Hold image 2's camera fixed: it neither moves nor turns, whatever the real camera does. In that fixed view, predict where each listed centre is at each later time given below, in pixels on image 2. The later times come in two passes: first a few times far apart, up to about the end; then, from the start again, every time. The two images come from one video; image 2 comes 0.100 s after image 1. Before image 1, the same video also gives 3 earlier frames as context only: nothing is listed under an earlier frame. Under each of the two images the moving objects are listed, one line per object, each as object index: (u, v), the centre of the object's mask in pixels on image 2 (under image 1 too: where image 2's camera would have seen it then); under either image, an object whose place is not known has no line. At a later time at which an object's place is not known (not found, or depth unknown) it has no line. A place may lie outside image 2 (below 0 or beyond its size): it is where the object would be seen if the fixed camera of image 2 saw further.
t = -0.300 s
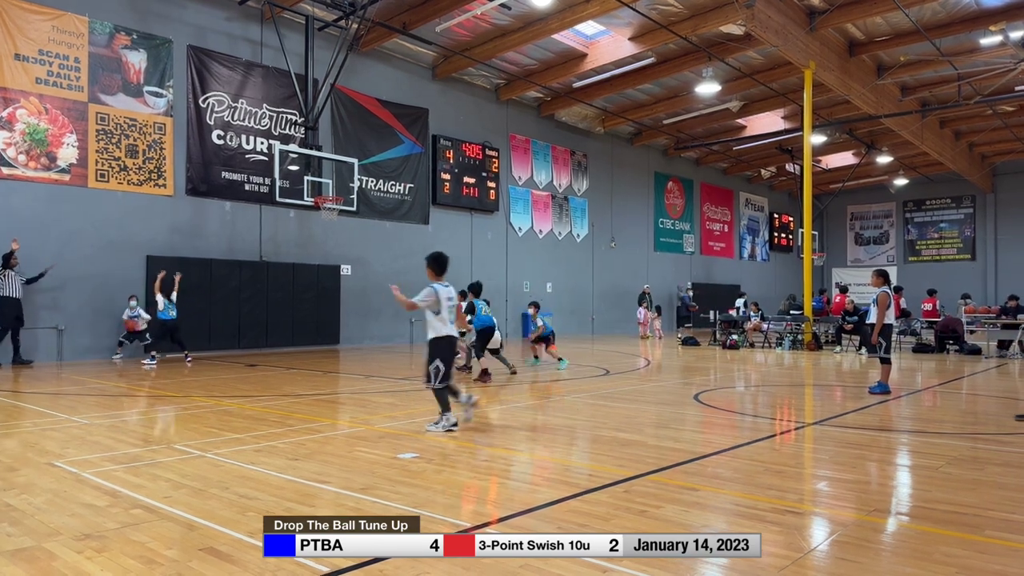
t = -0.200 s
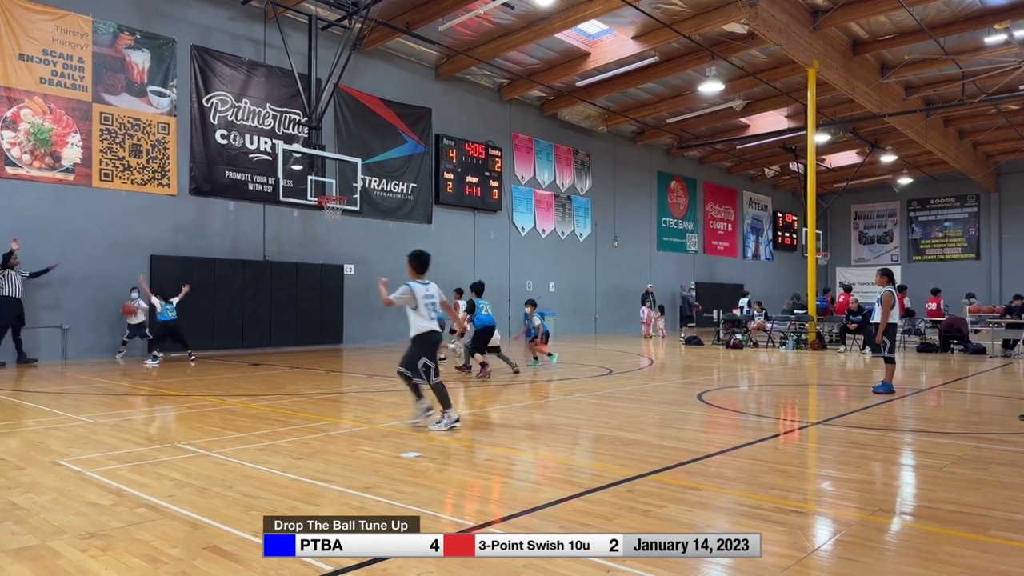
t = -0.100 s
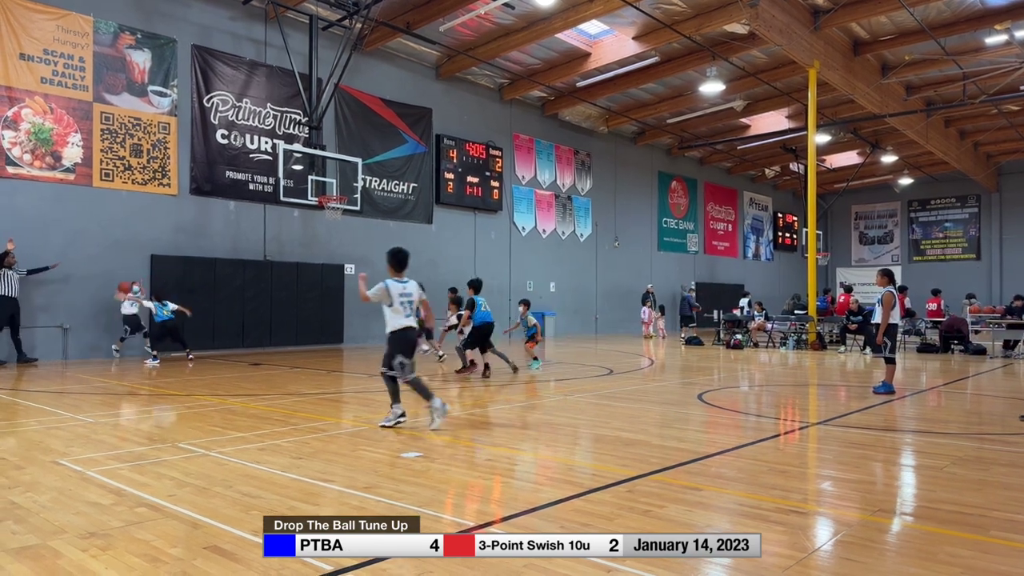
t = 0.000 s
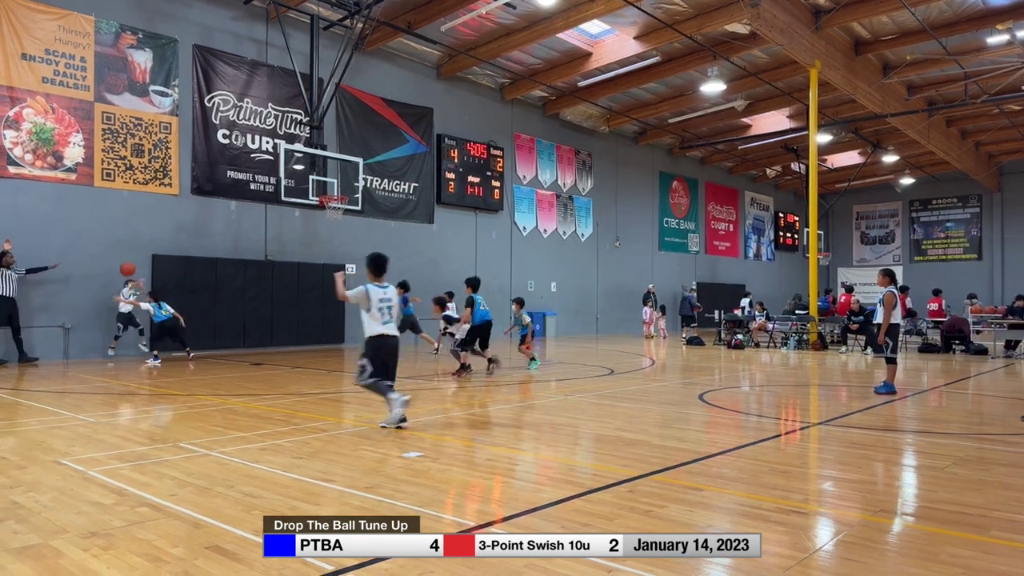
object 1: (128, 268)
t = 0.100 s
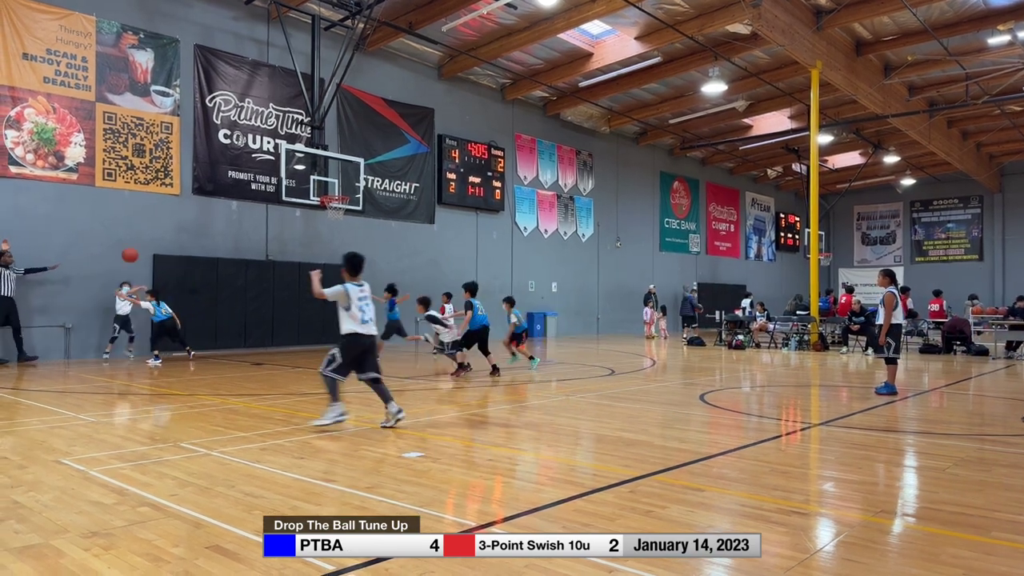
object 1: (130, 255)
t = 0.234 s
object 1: (132, 243)
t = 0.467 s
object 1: (136, 252)
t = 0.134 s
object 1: (130, 250)
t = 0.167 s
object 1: (131, 248)
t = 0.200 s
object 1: (131, 245)
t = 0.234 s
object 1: (132, 243)
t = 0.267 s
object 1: (132, 242)
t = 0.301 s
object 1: (133, 242)
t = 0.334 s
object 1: (134, 243)
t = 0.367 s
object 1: (134, 244)
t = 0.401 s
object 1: (135, 246)
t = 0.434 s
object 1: (136, 248)
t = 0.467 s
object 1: (136, 252)
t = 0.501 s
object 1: (137, 257)
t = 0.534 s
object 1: (138, 263)
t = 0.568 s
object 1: (138, 270)
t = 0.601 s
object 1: (139, 279)
